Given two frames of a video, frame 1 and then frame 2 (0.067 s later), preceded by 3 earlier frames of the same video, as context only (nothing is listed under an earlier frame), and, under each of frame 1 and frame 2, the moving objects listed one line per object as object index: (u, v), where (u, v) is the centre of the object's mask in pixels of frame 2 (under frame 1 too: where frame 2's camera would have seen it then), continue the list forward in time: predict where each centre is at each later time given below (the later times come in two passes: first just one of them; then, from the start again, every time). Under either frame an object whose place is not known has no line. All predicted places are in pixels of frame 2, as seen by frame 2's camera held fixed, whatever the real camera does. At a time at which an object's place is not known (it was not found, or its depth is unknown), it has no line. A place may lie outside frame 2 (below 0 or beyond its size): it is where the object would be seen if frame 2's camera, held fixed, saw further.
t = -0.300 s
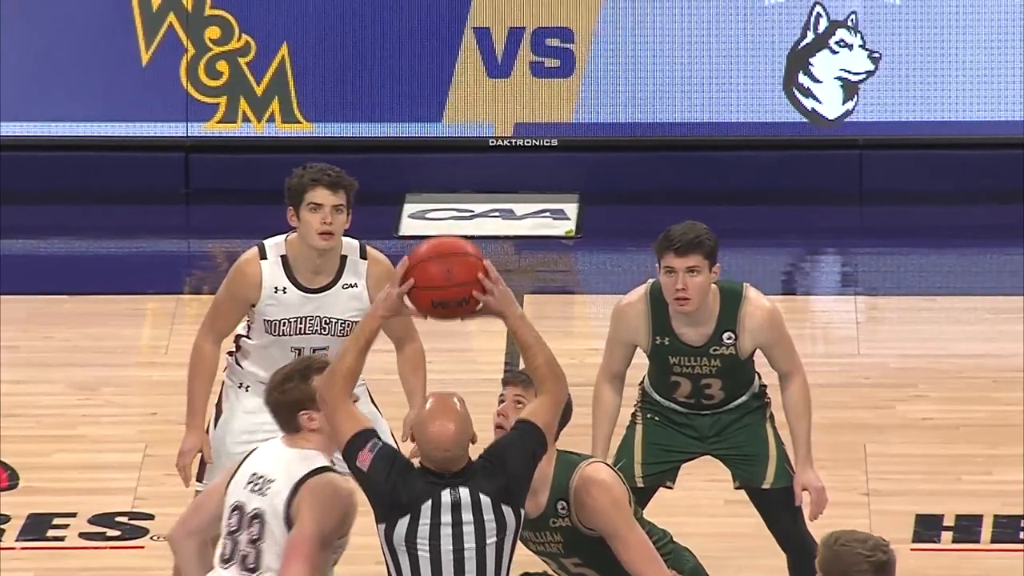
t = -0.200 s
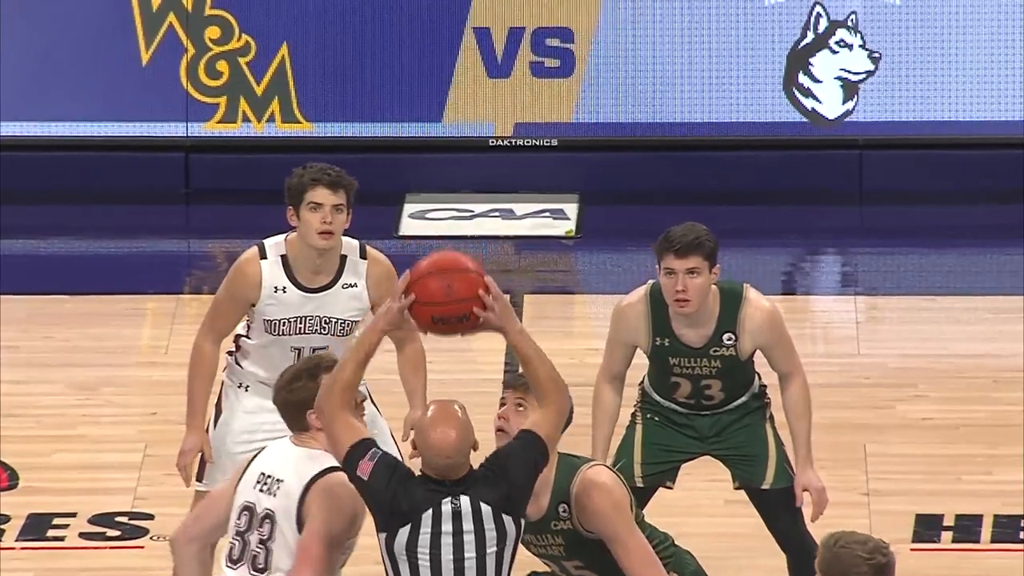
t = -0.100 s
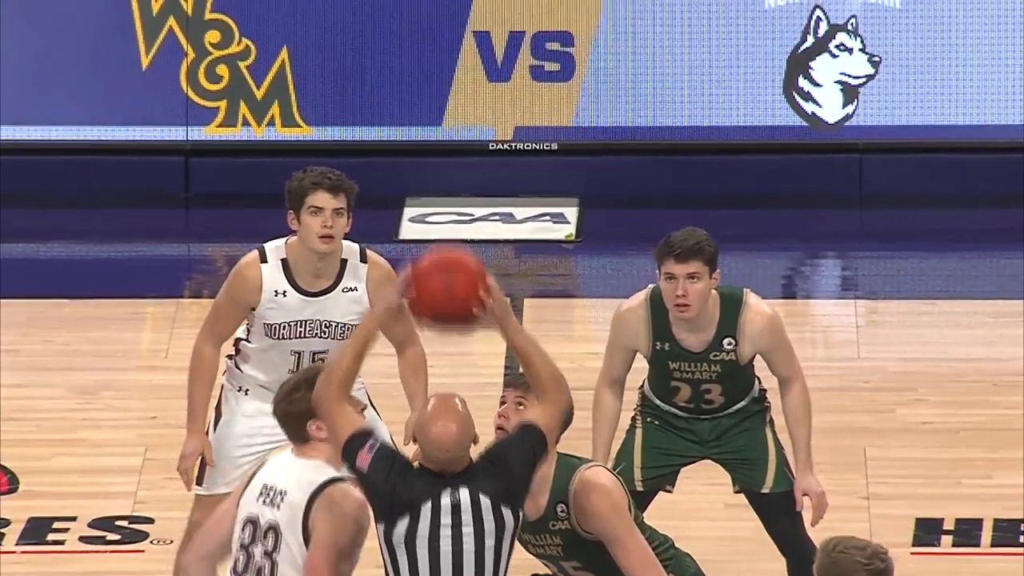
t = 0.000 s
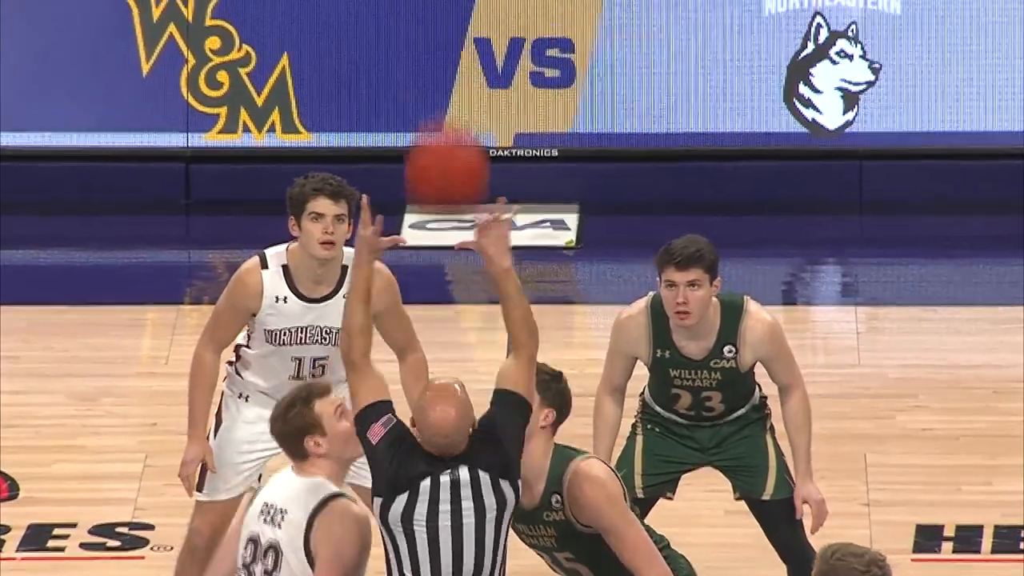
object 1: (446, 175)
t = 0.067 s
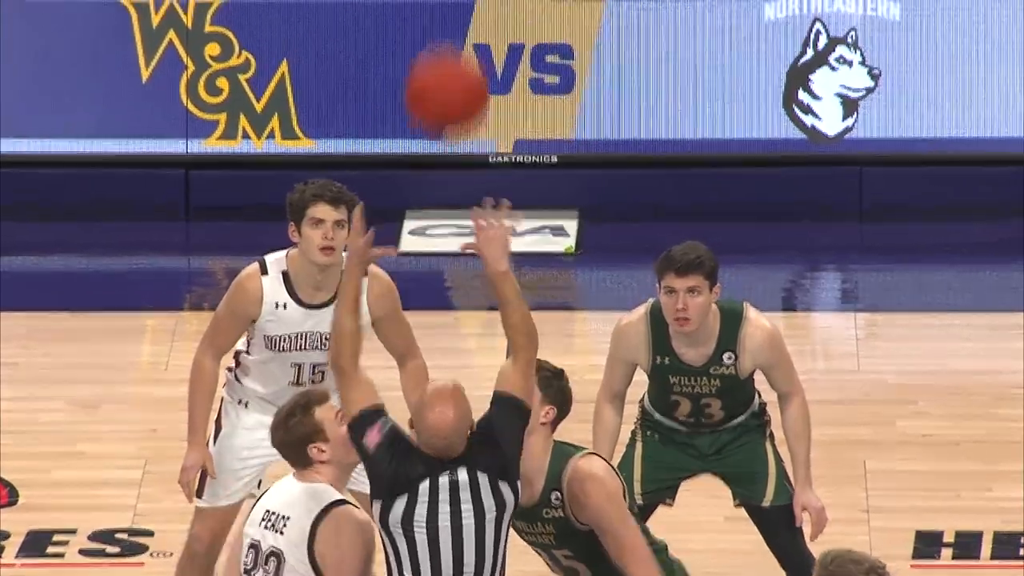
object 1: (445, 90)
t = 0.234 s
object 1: (449, -50)
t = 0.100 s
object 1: (446, 55)
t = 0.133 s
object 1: (447, 26)
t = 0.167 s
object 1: (448, -1)
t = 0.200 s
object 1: (448, -28)
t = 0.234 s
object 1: (449, -50)
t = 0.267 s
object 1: (450, -68)
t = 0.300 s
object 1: (451, -82)
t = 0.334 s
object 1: (451, -91)
